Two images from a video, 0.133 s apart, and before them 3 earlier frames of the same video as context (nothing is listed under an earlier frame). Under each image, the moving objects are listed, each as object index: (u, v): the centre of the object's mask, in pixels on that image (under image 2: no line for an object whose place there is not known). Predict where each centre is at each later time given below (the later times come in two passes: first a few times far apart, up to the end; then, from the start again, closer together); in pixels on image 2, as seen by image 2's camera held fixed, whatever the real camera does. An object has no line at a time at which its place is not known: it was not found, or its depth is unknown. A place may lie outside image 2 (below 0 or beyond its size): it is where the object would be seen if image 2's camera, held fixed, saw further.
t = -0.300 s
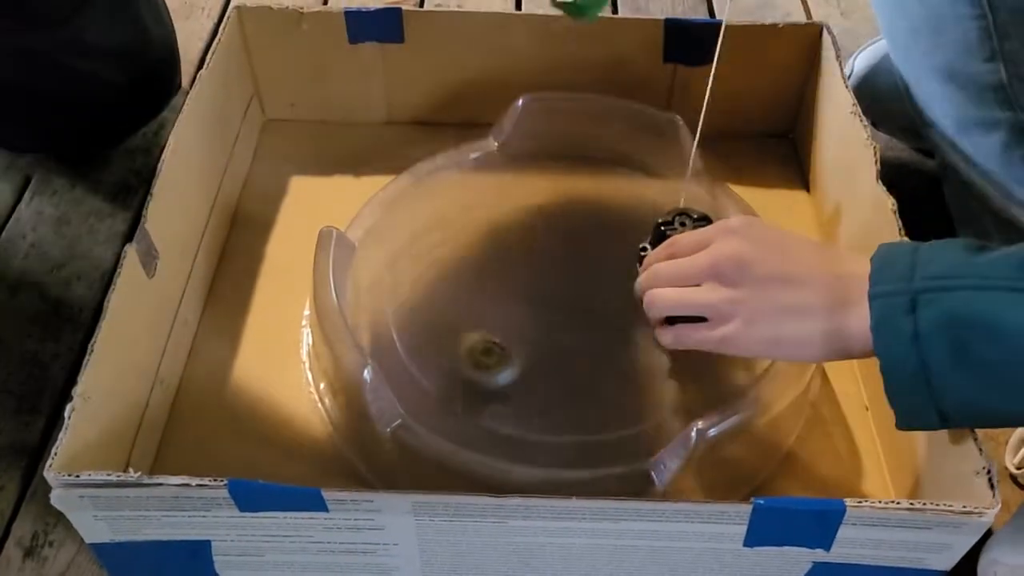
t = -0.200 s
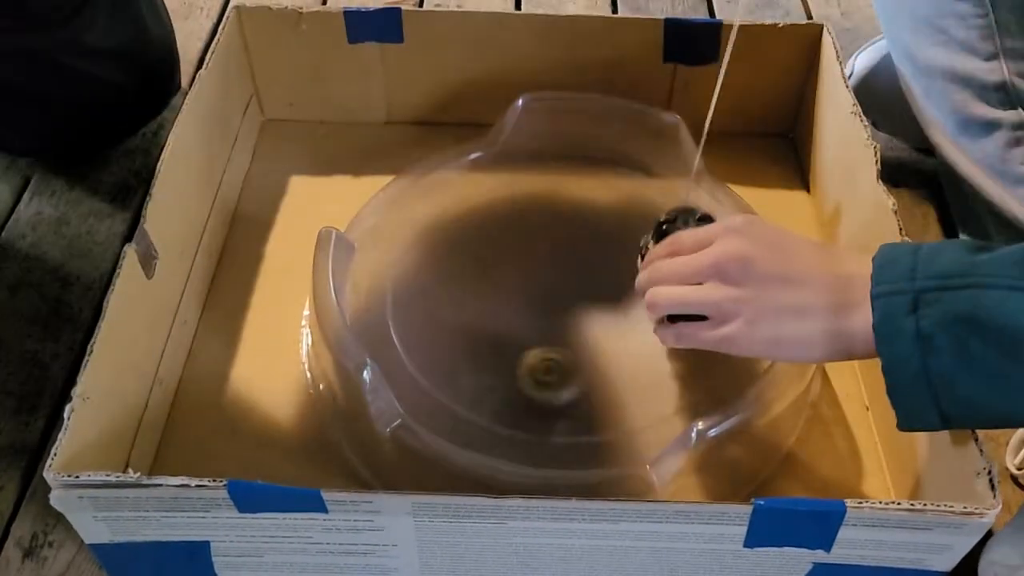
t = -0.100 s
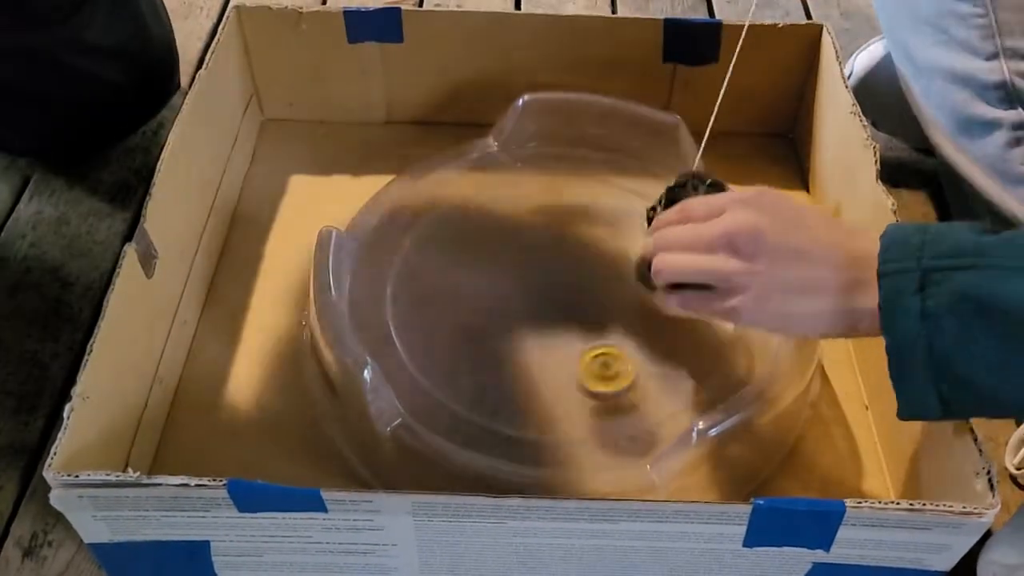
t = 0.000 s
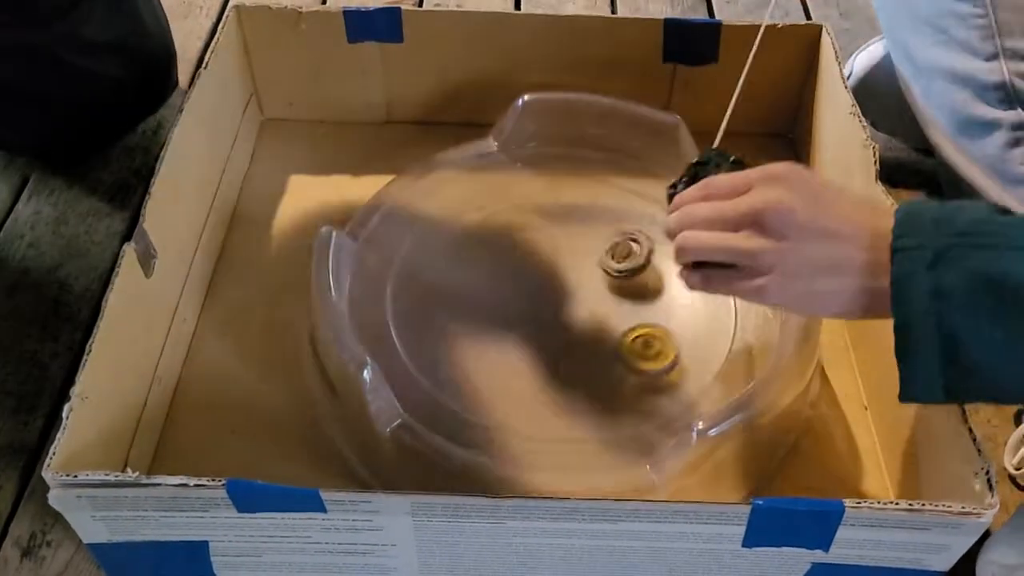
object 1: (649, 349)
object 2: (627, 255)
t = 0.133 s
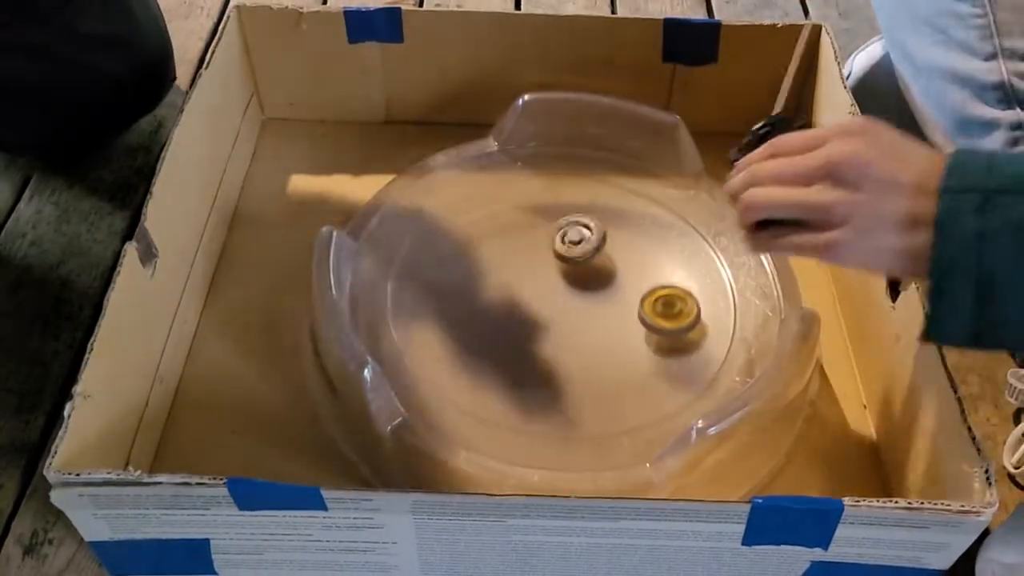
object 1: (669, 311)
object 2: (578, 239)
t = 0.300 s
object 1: (645, 270)
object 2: (546, 236)
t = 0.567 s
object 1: (583, 294)
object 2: (542, 220)
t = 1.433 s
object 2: (545, 275)
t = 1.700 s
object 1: (615, 318)
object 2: (559, 279)
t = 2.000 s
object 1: (589, 342)
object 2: (571, 269)
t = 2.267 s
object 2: (585, 269)
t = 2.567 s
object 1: (578, 344)
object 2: (589, 281)
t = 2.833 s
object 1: (554, 339)
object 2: (588, 295)
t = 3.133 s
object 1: (533, 336)
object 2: (583, 308)
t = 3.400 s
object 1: (522, 333)
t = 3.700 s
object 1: (510, 322)
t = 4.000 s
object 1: (502, 310)
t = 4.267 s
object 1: (500, 298)
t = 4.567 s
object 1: (496, 280)
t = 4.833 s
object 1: (493, 266)
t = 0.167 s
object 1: (669, 301)
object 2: (568, 237)
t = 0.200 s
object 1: (666, 292)
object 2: (559, 236)
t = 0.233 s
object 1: (660, 283)
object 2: (553, 236)
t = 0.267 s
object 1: (654, 277)
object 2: (548, 236)
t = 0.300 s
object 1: (645, 270)
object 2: (546, 236)
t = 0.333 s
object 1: (636, 266)
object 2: (545, 238)
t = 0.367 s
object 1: (627, 263)
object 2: (546, 240)
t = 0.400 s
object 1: (617, 261)
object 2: (547, 241)
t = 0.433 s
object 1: (608, 260)
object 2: (548, 242)
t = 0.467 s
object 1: (600, 265)
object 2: (546, 239)
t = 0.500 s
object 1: (592, 269)
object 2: (545, 237)
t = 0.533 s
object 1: (587, 281)
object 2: (543, 230)
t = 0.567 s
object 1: (583, 294)
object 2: (542, 220)
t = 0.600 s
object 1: (582, 303)
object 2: (540, 216)
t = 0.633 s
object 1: (582, 309)
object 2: (539, 215)
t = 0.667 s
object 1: (584, 313)
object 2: (540, 216)
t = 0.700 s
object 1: (587, 317)
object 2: (541, 217)
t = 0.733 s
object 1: (590, 321)
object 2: (543, 219)
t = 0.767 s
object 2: (544, 219)
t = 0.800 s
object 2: (546, 222)
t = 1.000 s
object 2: (555, 241)
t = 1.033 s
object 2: (558, 249)
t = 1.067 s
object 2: (564, 262)
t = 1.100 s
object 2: (568, 273)
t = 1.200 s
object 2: (566, 299)
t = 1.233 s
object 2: (563, 299)
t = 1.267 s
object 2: (556, 289)
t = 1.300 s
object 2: (550, 282)
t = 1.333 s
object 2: (545, 276)
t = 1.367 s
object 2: (543, 276)
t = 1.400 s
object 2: (543, 275)
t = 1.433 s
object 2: (545, 275)
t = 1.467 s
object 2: (546, 275)
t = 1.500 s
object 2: (548, 276)
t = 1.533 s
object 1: (639, 323)
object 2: (550, 276)
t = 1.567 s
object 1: (635, 321)
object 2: (552, 276)
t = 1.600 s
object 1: (631, 320)
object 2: (554, 277)
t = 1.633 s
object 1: (626, 319)
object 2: (555, 278)
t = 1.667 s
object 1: (620, 317)
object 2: (557, 278)
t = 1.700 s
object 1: (615, 318)
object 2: (559, 279)
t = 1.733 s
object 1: (610, 318)
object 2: (561, 280)
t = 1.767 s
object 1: (605, 319)
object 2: (563, 280)
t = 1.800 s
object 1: (600, 321)
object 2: (565, 281)
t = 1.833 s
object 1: (597, 326)
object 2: (566, 278)
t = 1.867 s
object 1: (595, 331)
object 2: (565, 273)
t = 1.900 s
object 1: (593, 334)
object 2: (566, 270)
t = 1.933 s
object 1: (591, 337)
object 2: (568, 270)
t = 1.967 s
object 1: (590, 339)
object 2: (569, 269)
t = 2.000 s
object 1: (589, 342)
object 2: (571, 269)
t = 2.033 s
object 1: (588, 344)
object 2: (574, 268)
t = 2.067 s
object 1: (588, 345)
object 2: (575, 267)
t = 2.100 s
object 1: (589, 347)
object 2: (577, 268)
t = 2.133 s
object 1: (589, 348)
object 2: (578, 269)
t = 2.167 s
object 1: (588, 349)
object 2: (580, 269)
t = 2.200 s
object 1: (588, 349)
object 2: (583, 269)
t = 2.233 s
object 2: (584, 270)
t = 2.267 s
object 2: (585, 269)
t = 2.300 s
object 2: (587, 270)
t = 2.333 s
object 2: (587, 271)
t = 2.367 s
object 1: (587, 349)
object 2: (588, 273)
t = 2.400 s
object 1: (586, 349)
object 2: (589, 273)
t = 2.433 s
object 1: (585, 348)
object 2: (589, 275)
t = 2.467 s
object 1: (584, 347)
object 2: (589, 276)
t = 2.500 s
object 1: (583, 346)
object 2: (589, 278)
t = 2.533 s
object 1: (580, 345)
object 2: (590, 279)
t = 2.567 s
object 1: (578, 344)
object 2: (589, 281)
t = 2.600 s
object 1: (575, 343)
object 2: (589, 283)
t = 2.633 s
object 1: (573, 343)
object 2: (589, 284)
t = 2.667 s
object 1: (569, 341)
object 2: (588, 286)
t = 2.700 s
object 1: (566, 341)
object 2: (590, 288)
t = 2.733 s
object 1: (563, 340)
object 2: (589, 290)
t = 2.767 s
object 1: (560, 340)
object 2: (589, 291)
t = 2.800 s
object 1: (557, 339)
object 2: (589, 293)
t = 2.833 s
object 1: (554, 339)
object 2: (588, 295)
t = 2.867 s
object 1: (551, 338)
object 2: (588, 296)
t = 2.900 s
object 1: (548, 338)
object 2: (587, 297)
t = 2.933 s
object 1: (545, 338)
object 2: (587, 299)
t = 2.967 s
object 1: (543, 338)
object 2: (586, 301)
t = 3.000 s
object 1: (541, 338)
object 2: (586, 303)
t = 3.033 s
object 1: (539, 337)
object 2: (585, 304)
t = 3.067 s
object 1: (537, 337)
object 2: (584, 306)
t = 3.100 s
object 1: (535, 337)
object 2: (583, 308)
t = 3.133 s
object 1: (533, 336)
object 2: (583, 308)
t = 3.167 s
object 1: (531, 337)
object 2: (582, 310)
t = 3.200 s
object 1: (530, 336)
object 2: (582, 311)
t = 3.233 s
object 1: (528, 336)
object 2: (581, 312)
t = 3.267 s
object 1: (527, 336)
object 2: (581, 313)
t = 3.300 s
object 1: (527, 336)
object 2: (581, 315)
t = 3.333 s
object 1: (526, 335)
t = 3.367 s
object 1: (523, 333)
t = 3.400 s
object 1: (522, 333)
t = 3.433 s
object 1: (521, 332)
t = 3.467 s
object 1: (519, 331)
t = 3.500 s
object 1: (518, 330)
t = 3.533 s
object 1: (516, 329)
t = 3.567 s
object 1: (515, 328)
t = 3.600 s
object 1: (514, 327)
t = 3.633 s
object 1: (513, 325)
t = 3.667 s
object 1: (511, 324)
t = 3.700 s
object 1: (510, 322)
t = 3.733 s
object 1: (508, 321)
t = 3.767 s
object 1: (507, 320)
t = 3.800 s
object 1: (505, 319)
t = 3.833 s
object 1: (505, 318)
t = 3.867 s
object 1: (504, 316)
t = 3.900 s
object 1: (503, 314)
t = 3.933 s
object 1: (502, 313)
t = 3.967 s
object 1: (502, 312)
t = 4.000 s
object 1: (502, 310)
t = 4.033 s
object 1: (501, 309)
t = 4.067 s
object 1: (501, 307)
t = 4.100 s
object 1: (501, 306)
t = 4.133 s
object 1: (501, 305)
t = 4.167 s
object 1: (500, 303)
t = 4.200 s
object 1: (500, 301)
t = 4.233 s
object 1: (500, 300)
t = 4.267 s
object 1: (500, 298)
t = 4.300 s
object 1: (500, 296)
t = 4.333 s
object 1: (500, 295)
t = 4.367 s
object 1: (500, 292)
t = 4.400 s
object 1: (501, 290)
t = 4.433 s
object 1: (500, 288)
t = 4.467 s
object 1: (499, 287)
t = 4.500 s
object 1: (499, 286)
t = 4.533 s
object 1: (498, 283)
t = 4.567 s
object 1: (496, 280)
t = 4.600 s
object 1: (496, 279)
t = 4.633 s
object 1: (496, 278)
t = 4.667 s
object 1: (496, 277)
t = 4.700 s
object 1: (496, 276)
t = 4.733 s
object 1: (496, 275)
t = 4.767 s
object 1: (496, 273)
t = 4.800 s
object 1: (494, 268)
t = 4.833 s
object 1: (493, 266)
